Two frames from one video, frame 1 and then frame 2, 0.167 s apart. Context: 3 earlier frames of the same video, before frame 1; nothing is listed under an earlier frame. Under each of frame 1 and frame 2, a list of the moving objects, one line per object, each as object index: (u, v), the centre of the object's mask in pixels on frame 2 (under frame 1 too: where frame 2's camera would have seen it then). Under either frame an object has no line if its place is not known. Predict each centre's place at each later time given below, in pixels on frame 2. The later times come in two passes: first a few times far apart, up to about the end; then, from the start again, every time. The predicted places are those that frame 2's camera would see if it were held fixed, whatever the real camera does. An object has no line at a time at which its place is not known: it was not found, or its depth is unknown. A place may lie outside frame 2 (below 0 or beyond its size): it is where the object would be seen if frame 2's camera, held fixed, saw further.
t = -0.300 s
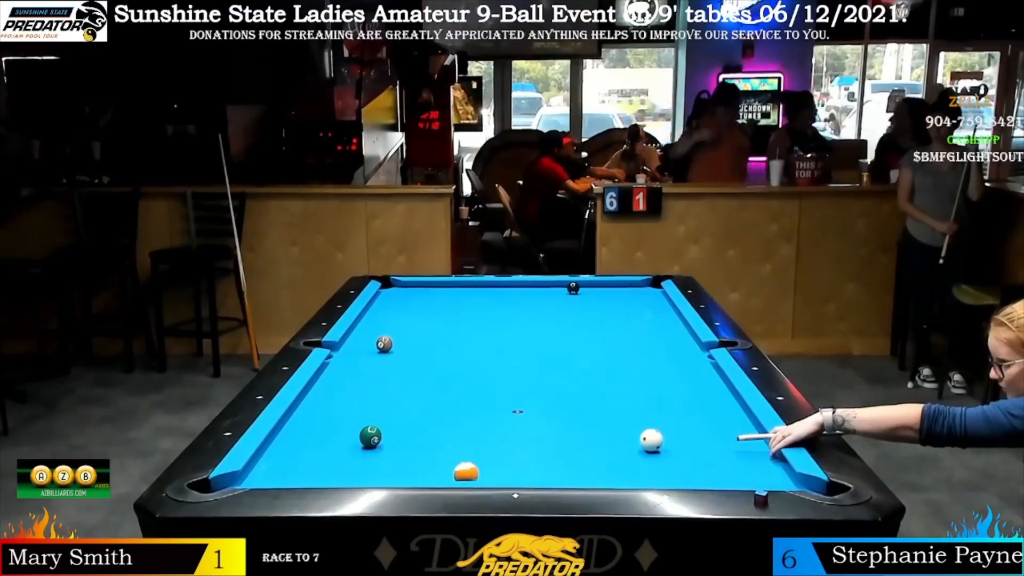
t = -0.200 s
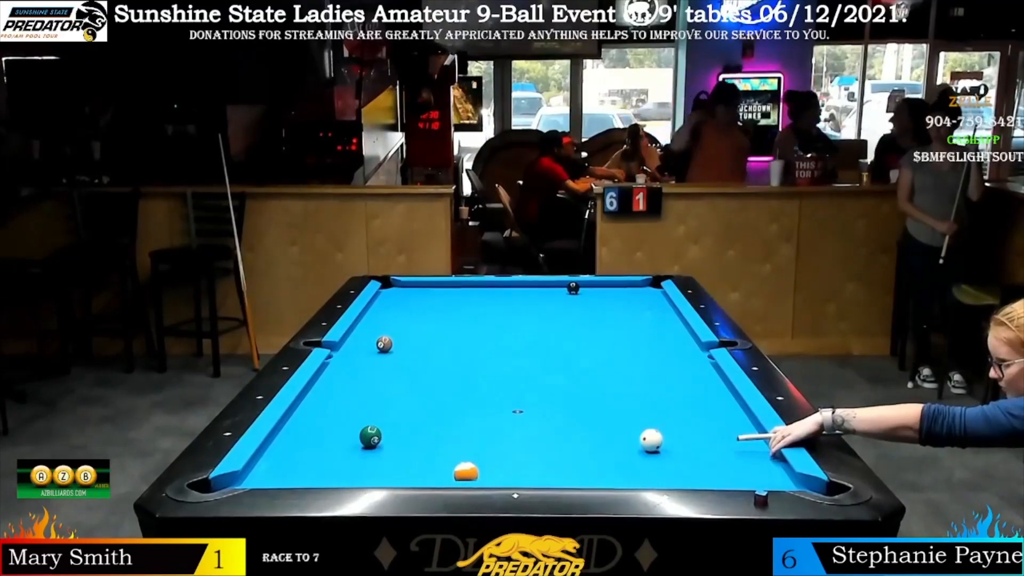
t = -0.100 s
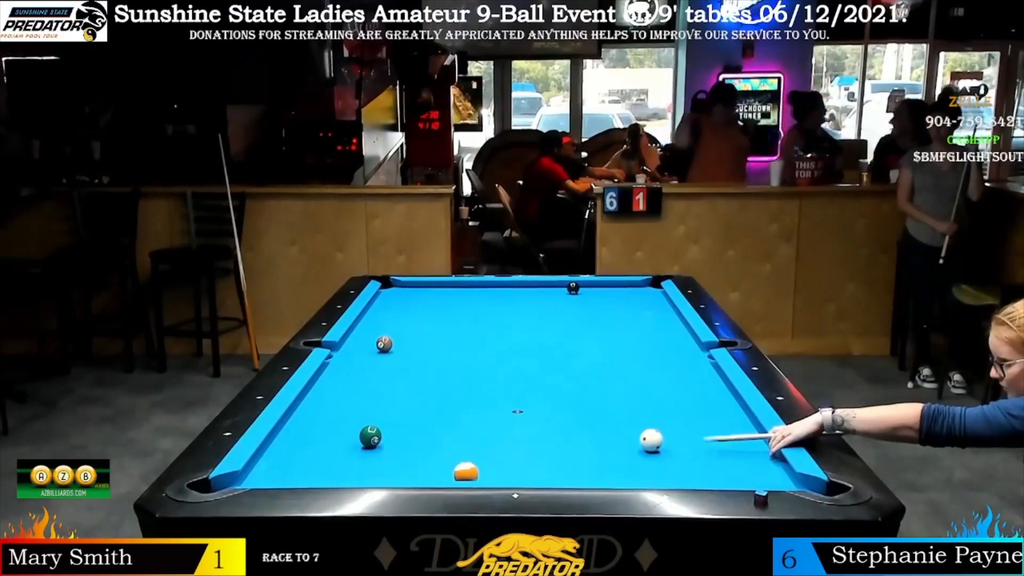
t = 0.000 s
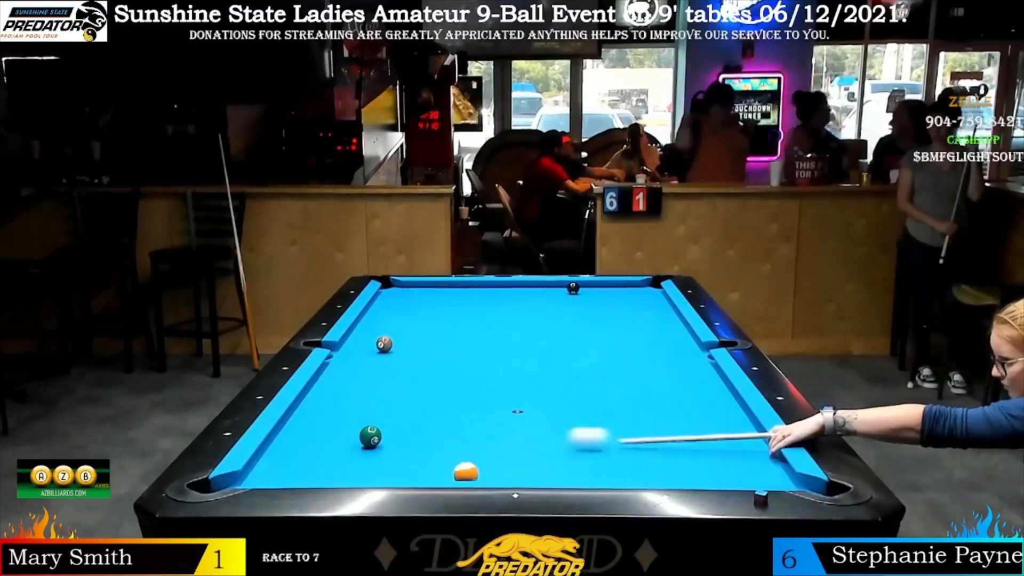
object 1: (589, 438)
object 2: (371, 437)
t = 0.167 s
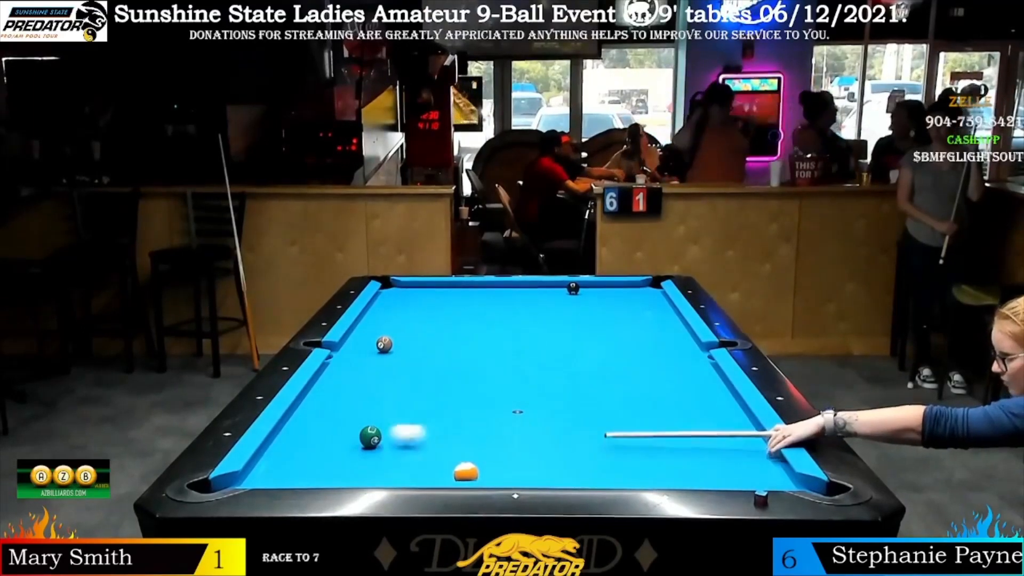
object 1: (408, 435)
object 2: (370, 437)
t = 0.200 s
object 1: (392, 435)
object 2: (353, 441)
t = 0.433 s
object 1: (380, 422)
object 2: (338, 450)
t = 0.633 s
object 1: (369, 412)
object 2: (430, 456)
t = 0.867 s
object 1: (358, 401)
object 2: (542, 464)
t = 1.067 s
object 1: (350, 393)
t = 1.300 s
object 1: (341, 385)
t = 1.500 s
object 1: (335, 379)
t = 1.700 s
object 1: (328, 373)
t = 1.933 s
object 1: (334, 365)
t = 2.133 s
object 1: (343, 359)
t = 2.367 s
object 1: (354, 352)
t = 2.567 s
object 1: (362, 347)
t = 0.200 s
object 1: (392, 435)
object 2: (353, 441)
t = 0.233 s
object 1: (391, 433)
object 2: (324, 443)
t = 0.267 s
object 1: (389, 431)
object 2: (294, 445)
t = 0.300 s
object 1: (387, 429)
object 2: (276, 444)
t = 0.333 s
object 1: (385, 427)
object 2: (290, 447)
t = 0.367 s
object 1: (383, 425)
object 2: (307, 446)
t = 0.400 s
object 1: (381, 423)
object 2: (322, 448)
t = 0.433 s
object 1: (380, 422)
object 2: (338, 450)
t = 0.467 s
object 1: (378, 420)
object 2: (353, 450)
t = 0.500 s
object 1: (376, 418)
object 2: (368, 452)
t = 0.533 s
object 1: (374, 416)
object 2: (384, 451)
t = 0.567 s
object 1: (372, 415)
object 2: (399, 453)
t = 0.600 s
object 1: (371, 413)
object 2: (415, 454)
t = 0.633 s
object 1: (369, 412)
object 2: (430, 456)
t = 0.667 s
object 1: (368, 410)
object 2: (447, 455)
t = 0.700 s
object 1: (366, 408)
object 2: (461, 455)
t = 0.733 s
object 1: (365, 407)
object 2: (478, 459)
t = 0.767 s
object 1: (363, 405)
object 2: (494, 461)
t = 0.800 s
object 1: (361, 404)
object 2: (509, 462)
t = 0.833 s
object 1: (360, 403)
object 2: (526, 463)
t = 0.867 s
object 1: (358, 401)
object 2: (542, 464)
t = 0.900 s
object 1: (357, 400)
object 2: (558, 466)
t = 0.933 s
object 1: (356, 399)
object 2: (574, 467)
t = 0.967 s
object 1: (354, 397)
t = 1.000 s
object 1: (353, 396)
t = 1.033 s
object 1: (351, 394)
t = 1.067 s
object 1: (350, 393)
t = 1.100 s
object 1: (349, 392)
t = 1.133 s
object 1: (347, 391)
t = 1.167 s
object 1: (346, 390)
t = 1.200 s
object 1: (345, 388)
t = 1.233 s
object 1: (344, 387)
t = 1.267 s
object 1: (343, 386)
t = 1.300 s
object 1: (341, 385)
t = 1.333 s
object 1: (340, 384)
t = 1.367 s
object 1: (339, 383)
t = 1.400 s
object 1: (338, 382)
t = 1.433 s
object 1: (337, 381)
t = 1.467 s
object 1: (336, 380)
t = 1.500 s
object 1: (335, 379)
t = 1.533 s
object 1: (333, 378)
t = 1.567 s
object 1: (332, 377)
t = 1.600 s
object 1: (331, 376)
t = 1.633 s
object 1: (330, 375)
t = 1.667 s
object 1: (329, 374)
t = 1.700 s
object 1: (328, 373)
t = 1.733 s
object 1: (327, 372)
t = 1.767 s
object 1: (326, 371)
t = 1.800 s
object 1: (328, 370)
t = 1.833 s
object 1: (329, 368)
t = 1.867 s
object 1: (331, 367)
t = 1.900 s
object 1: (333, 366)
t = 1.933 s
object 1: (334, 365)
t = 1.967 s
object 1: (336, 364)
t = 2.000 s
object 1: (337, 363)
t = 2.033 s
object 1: (339, 362)
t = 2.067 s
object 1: (341, 361)
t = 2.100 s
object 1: (342, 360)
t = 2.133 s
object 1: (343, 359)
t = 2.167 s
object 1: (345, 358)
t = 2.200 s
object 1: (347, 357)
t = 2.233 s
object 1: (348, 356)
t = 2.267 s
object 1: (349, 355)
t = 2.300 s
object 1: (351, 354)
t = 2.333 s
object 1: (352, 353)
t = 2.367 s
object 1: (354, 352)
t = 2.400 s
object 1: (355, 351)
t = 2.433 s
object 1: (357, 350)
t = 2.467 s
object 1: (358, 349)
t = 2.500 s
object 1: (359, 348)
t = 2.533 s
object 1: (360, 348)
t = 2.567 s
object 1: (362, 347)
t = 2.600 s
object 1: (363, 346)
